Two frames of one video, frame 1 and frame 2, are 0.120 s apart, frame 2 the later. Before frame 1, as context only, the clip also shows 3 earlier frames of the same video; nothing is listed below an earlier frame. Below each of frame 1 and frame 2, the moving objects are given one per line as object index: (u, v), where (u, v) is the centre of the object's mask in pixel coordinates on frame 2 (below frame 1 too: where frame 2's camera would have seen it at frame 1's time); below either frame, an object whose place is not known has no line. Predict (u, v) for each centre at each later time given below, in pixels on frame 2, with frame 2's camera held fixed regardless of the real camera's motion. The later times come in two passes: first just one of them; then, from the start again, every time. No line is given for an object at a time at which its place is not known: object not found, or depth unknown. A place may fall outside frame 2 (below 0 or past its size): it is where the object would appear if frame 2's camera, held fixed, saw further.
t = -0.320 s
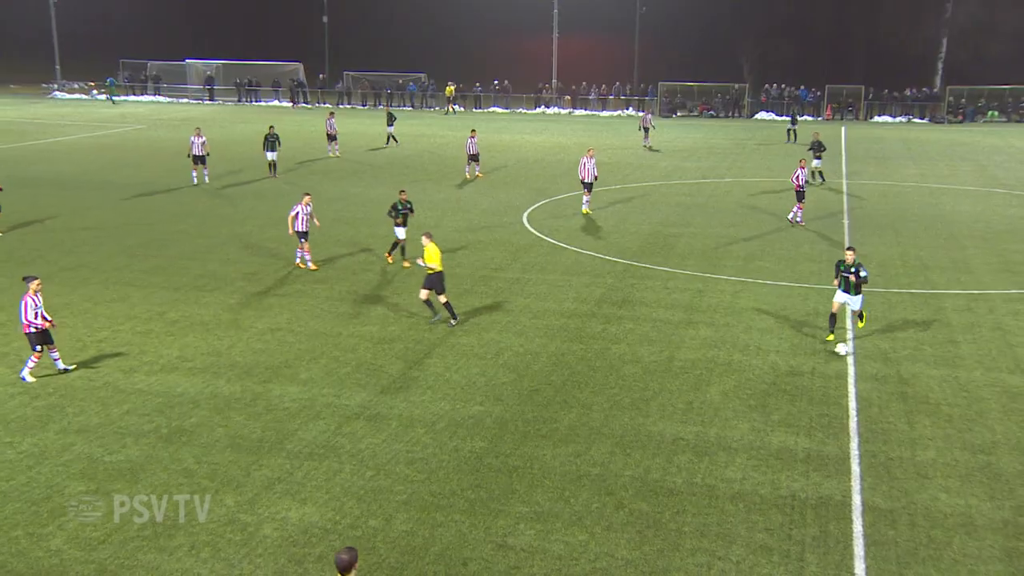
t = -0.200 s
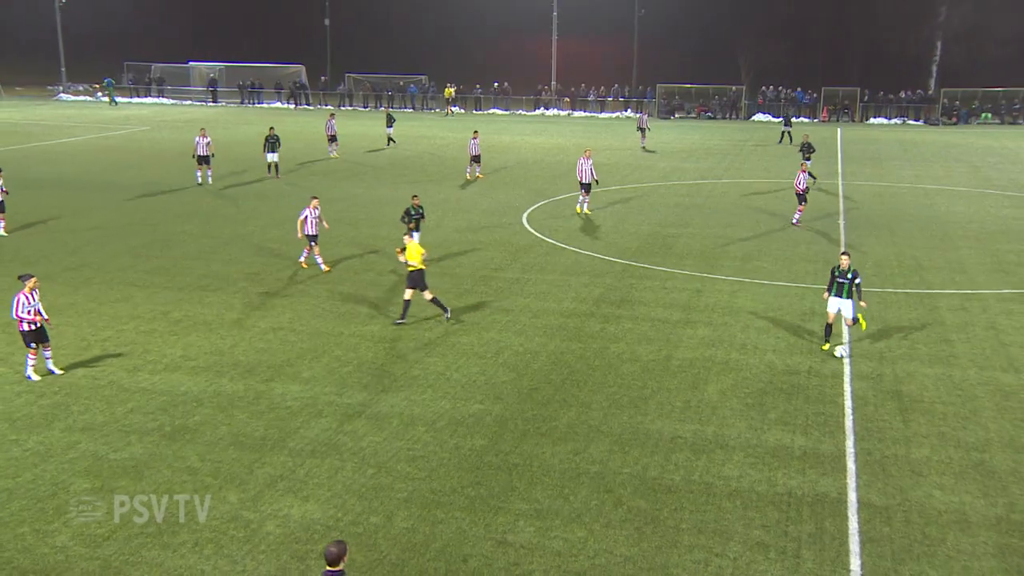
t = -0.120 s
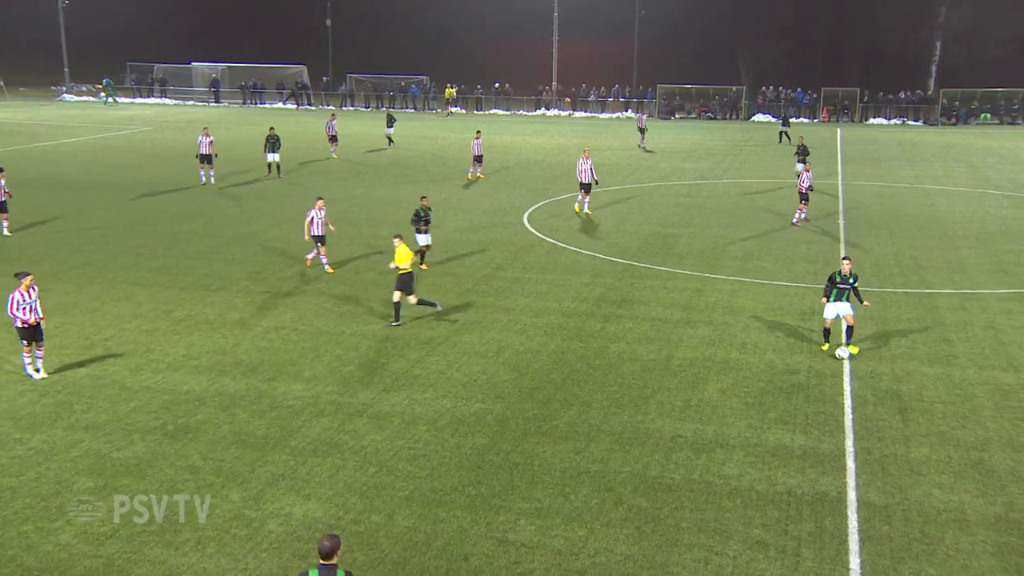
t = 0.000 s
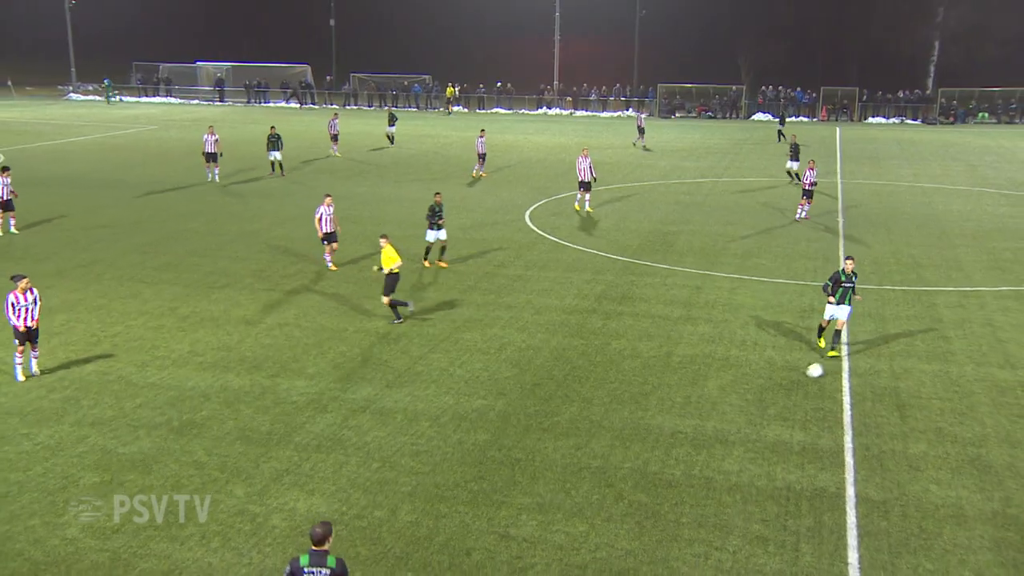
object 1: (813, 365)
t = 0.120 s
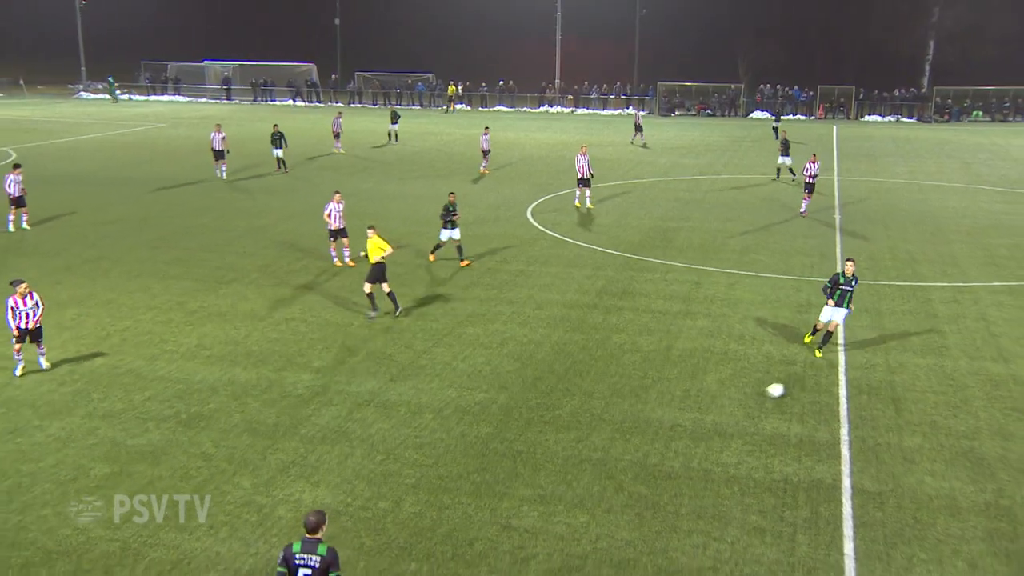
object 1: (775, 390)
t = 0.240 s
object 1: (734, 418)
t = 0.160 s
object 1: (762, 399)
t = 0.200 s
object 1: (748, 409)
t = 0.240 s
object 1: (734, 418)
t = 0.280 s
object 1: (719, 428)
